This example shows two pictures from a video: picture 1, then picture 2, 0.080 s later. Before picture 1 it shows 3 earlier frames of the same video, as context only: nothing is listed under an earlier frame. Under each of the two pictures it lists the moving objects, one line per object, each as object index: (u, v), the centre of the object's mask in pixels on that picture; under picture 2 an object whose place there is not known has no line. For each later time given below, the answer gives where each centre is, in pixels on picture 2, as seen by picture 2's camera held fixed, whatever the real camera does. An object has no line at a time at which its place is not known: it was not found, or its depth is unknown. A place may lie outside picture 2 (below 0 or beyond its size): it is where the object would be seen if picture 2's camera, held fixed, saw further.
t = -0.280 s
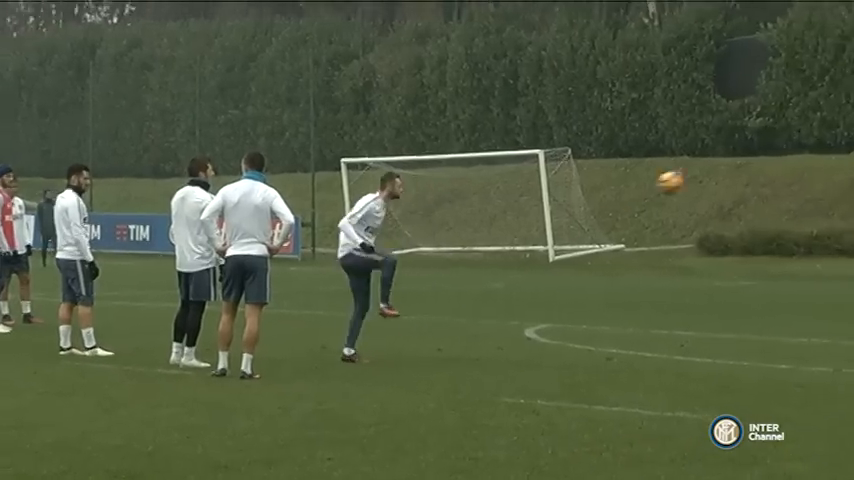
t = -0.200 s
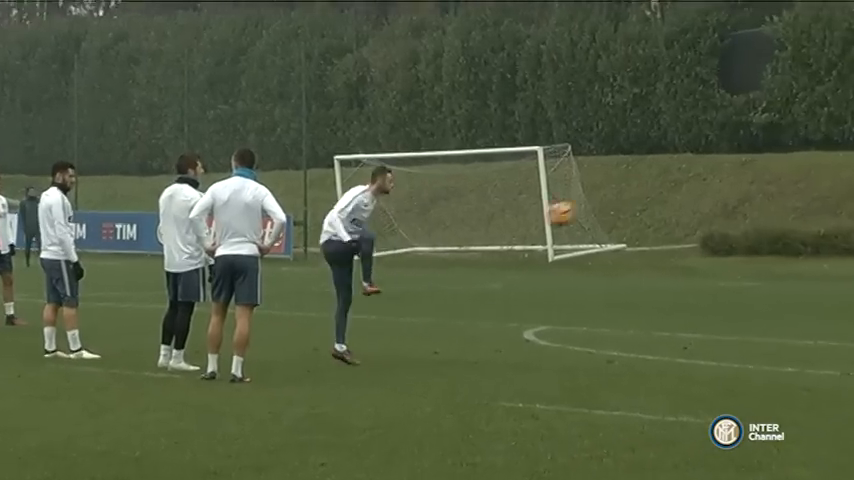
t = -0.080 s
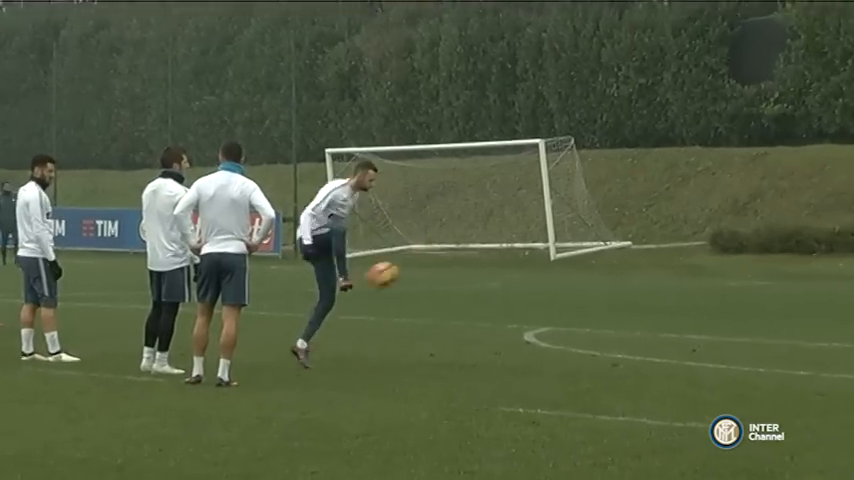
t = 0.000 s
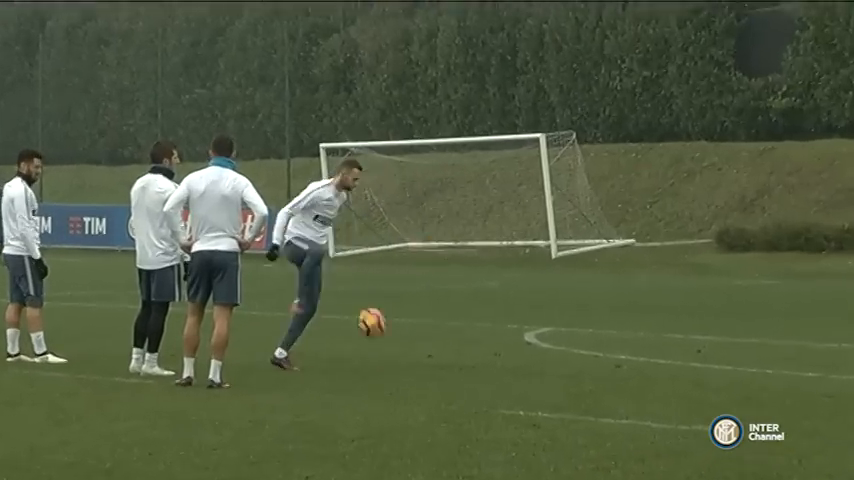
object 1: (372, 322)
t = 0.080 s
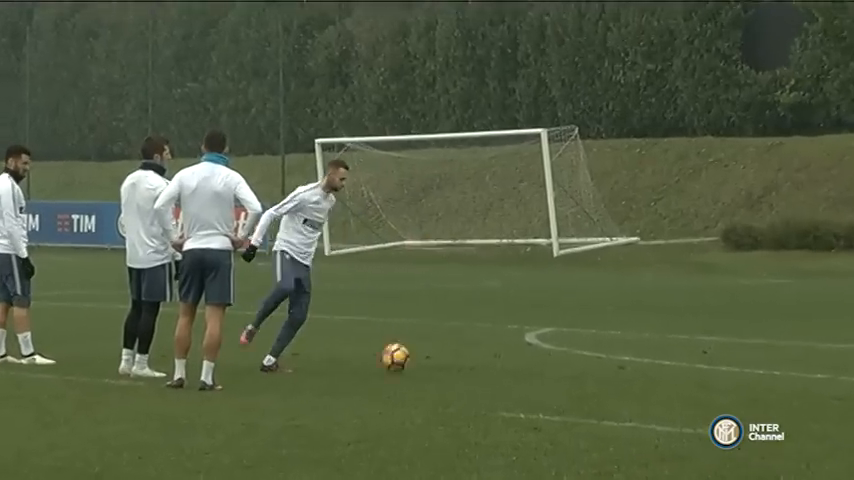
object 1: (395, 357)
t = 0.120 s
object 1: (407, 340)
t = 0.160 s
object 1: (417, 325)
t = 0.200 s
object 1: (428, 311)
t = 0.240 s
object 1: (439, 300)
